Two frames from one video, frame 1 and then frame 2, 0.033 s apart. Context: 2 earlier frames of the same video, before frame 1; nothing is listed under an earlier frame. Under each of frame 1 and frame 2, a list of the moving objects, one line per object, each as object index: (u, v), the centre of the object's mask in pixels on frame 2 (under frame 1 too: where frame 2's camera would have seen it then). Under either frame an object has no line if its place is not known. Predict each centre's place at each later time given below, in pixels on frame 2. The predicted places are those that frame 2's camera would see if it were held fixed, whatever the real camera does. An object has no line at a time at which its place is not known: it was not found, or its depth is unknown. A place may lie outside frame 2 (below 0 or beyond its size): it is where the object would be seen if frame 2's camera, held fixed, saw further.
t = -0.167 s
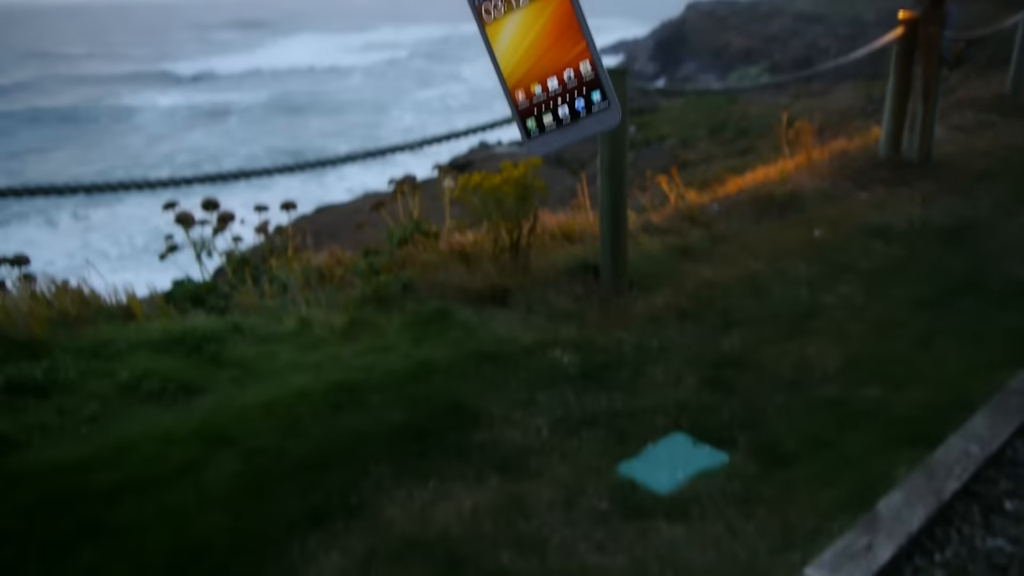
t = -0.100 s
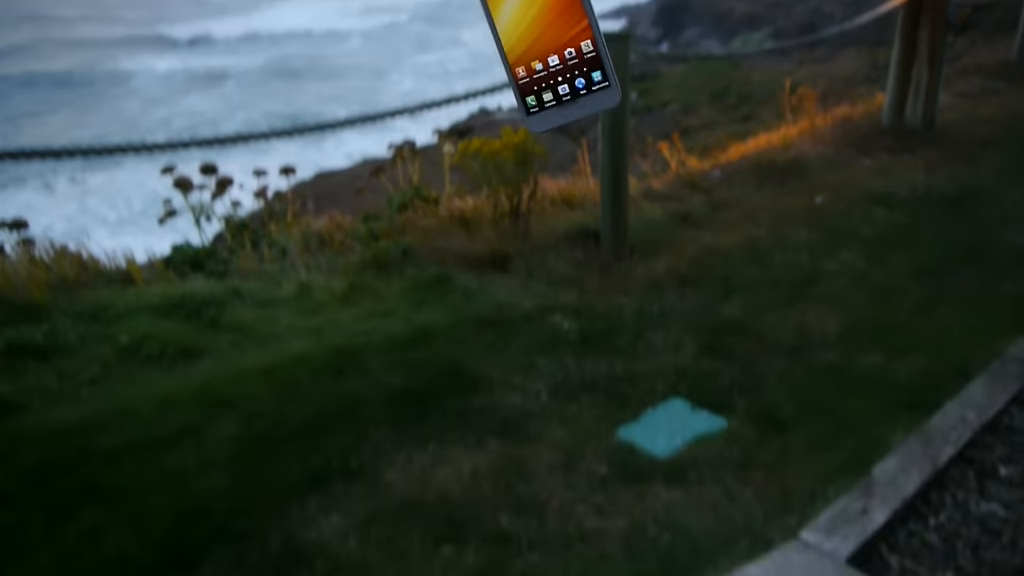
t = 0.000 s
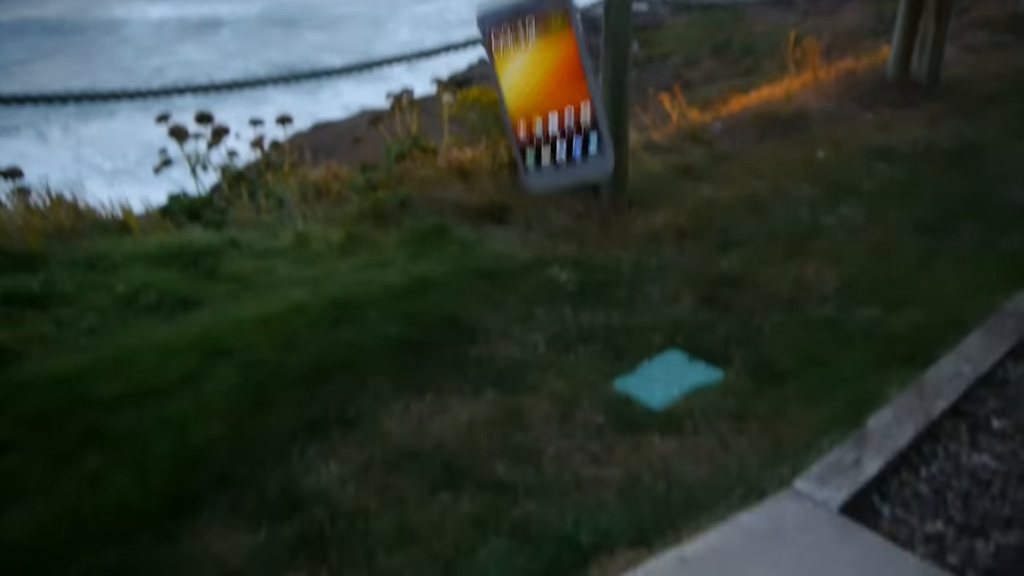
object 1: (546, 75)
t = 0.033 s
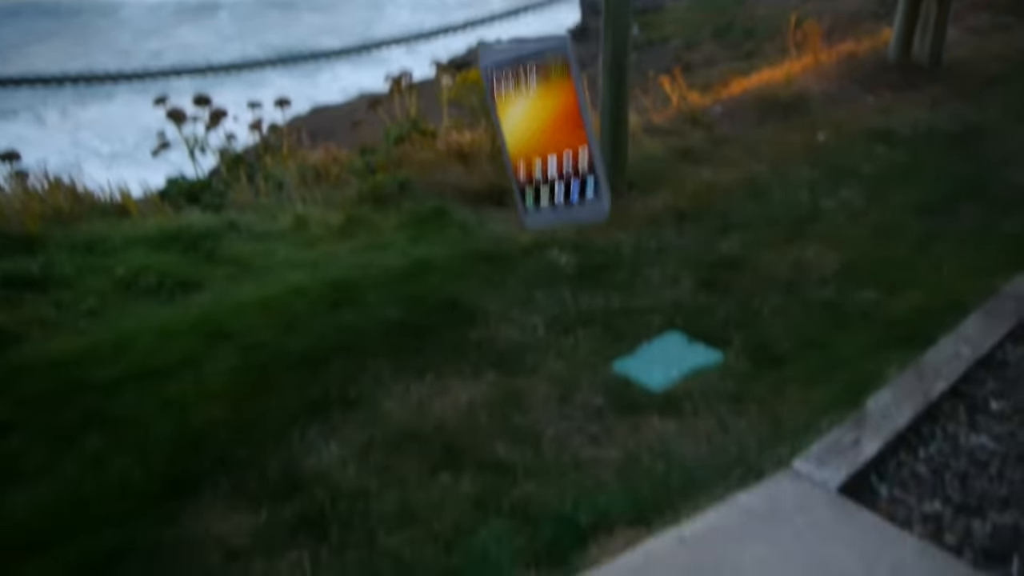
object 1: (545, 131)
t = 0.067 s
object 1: (545, 195)
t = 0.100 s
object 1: (546, 270)
